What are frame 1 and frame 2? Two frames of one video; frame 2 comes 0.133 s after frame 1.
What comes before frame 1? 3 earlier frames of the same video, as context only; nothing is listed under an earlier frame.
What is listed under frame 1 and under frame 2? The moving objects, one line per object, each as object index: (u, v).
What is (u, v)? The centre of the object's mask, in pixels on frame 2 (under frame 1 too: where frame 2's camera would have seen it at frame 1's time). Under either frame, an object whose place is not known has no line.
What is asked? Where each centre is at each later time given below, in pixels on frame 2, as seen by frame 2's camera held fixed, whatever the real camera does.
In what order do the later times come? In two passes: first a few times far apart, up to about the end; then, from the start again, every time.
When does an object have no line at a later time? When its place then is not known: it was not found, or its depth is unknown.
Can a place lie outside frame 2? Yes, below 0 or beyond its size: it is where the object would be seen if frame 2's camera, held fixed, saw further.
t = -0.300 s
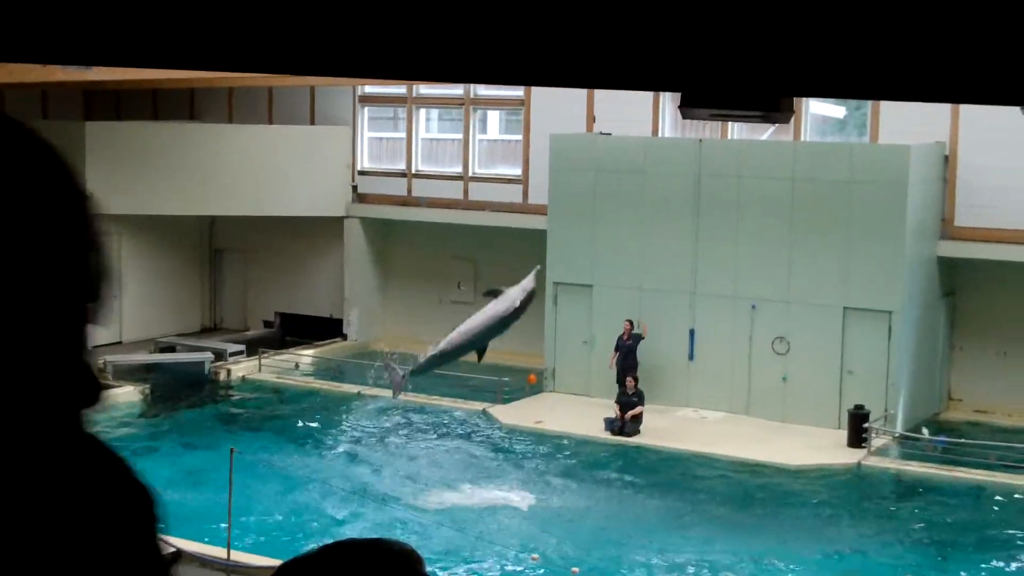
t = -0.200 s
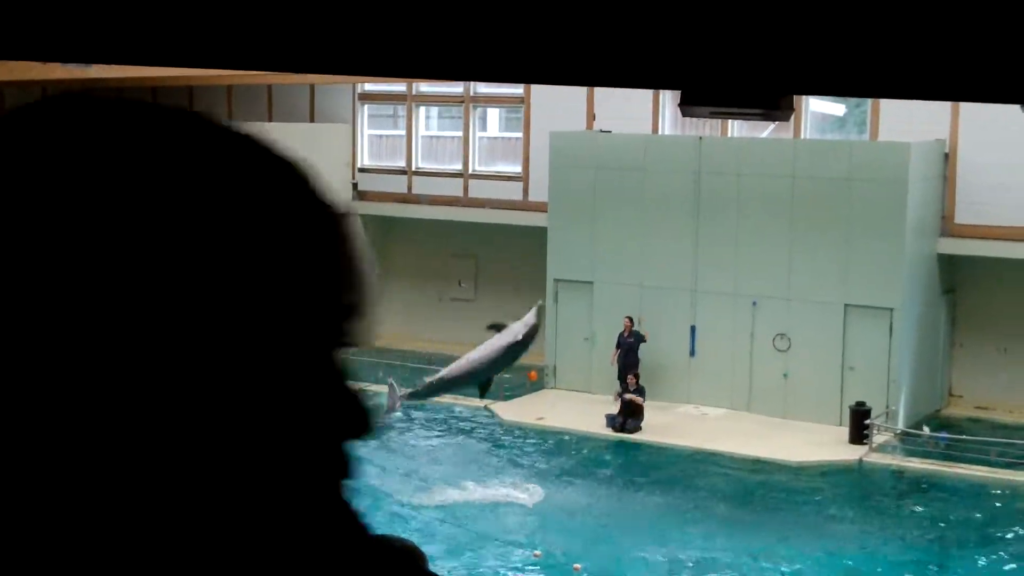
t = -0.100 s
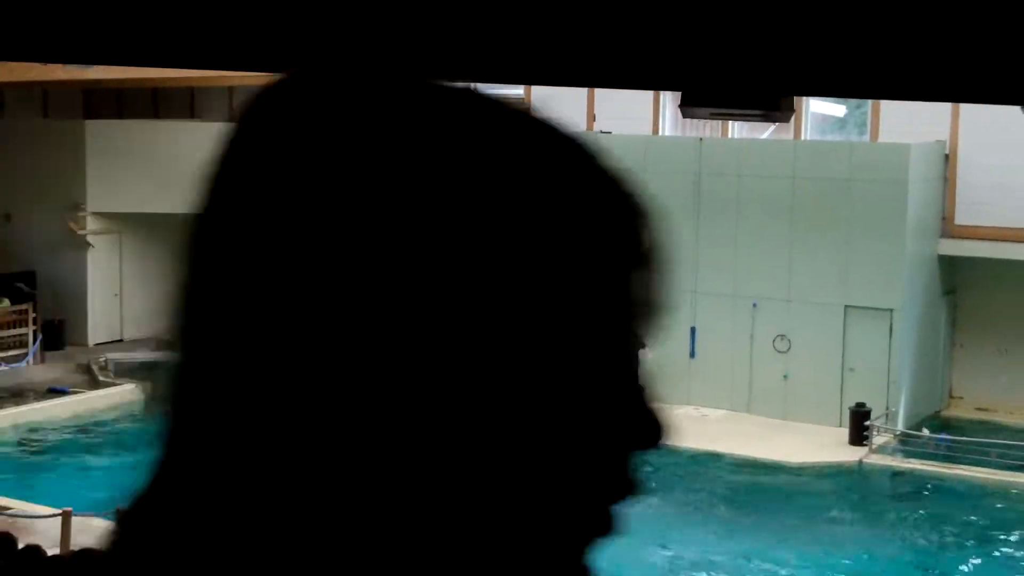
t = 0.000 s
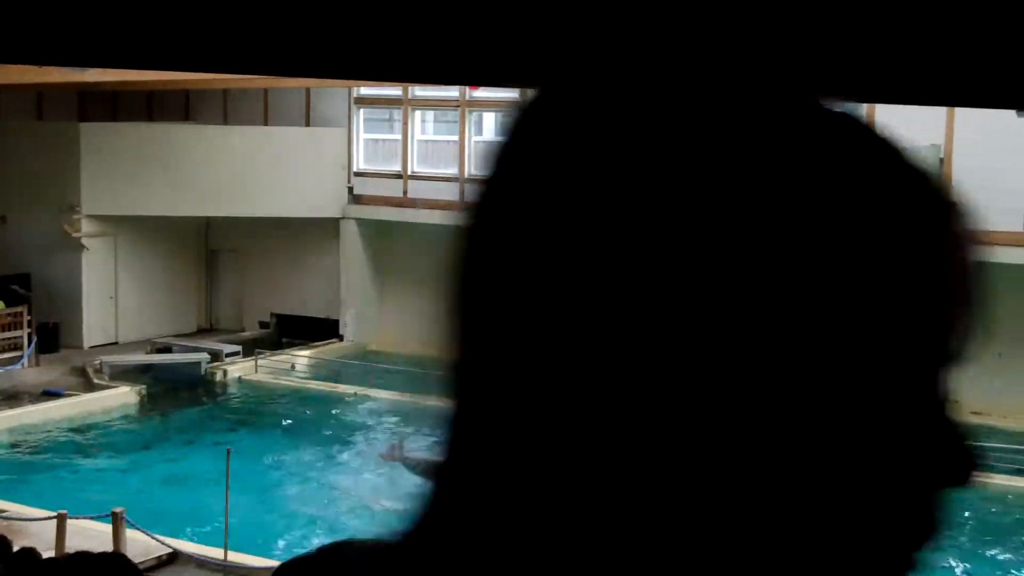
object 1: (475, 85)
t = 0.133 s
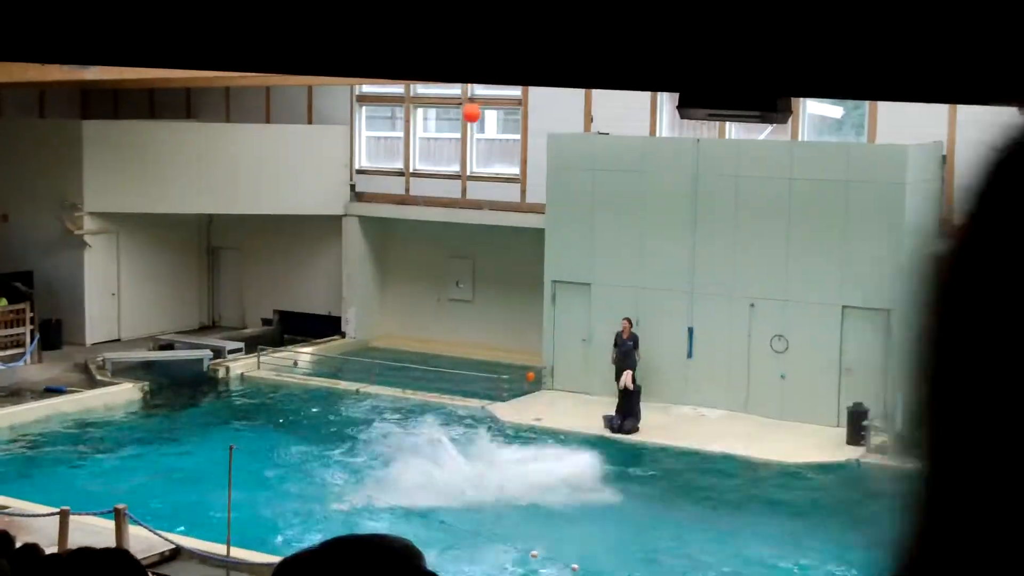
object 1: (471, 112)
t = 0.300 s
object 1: (469, 139)
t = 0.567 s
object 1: (482, 132)
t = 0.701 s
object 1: (490, 144)
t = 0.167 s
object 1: (472, 119)
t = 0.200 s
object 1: (472, 127)
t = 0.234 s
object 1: (469, 136)
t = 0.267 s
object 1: (467, 141)
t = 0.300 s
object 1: (469, 139)
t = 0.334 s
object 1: (471, 136)
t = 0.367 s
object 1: (471, 135)
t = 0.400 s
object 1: (475, 132)
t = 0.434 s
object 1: (479, 128)
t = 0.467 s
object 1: (478, 130)
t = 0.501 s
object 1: (479, 130)
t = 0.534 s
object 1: (481, 129)
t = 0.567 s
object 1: (482, 132)
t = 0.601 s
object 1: (485, 133)
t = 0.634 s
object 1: (486, 135)
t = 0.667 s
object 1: (488, 139)
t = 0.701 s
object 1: (490, 144)
